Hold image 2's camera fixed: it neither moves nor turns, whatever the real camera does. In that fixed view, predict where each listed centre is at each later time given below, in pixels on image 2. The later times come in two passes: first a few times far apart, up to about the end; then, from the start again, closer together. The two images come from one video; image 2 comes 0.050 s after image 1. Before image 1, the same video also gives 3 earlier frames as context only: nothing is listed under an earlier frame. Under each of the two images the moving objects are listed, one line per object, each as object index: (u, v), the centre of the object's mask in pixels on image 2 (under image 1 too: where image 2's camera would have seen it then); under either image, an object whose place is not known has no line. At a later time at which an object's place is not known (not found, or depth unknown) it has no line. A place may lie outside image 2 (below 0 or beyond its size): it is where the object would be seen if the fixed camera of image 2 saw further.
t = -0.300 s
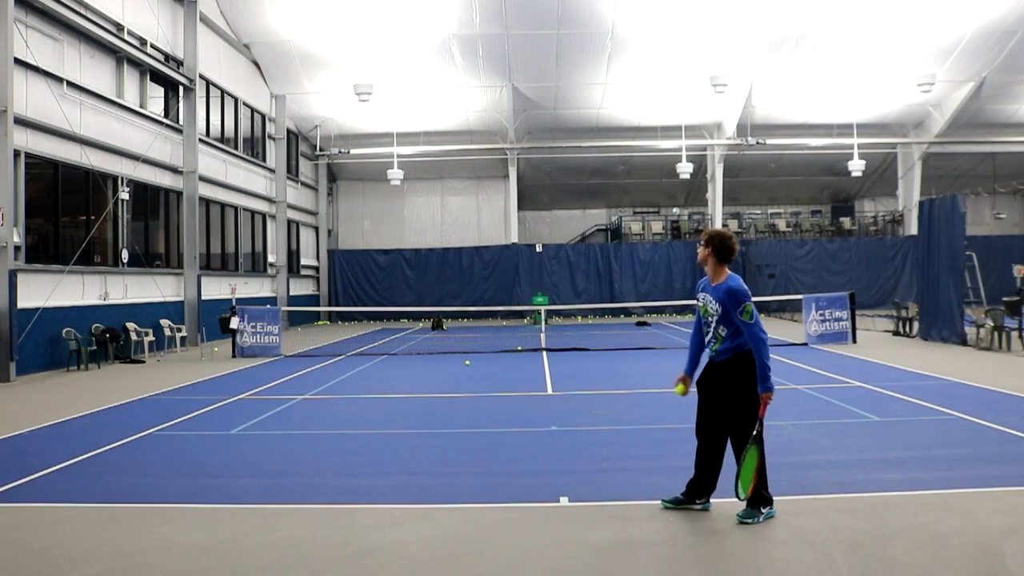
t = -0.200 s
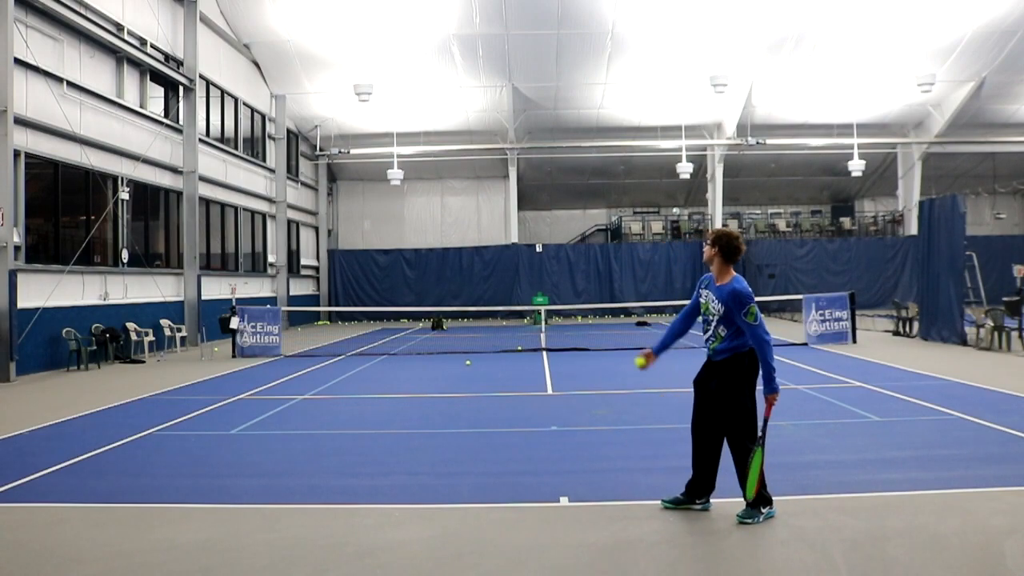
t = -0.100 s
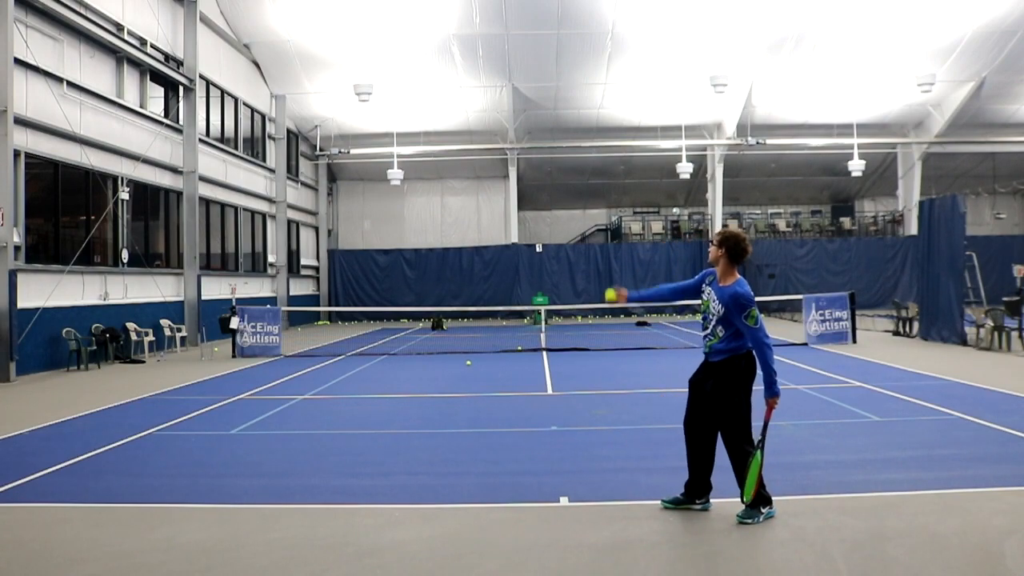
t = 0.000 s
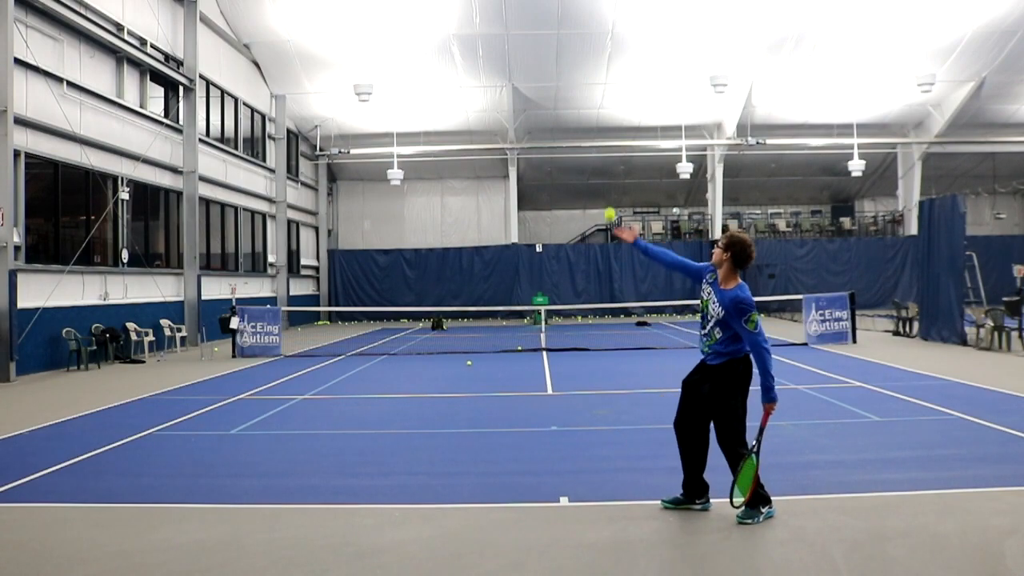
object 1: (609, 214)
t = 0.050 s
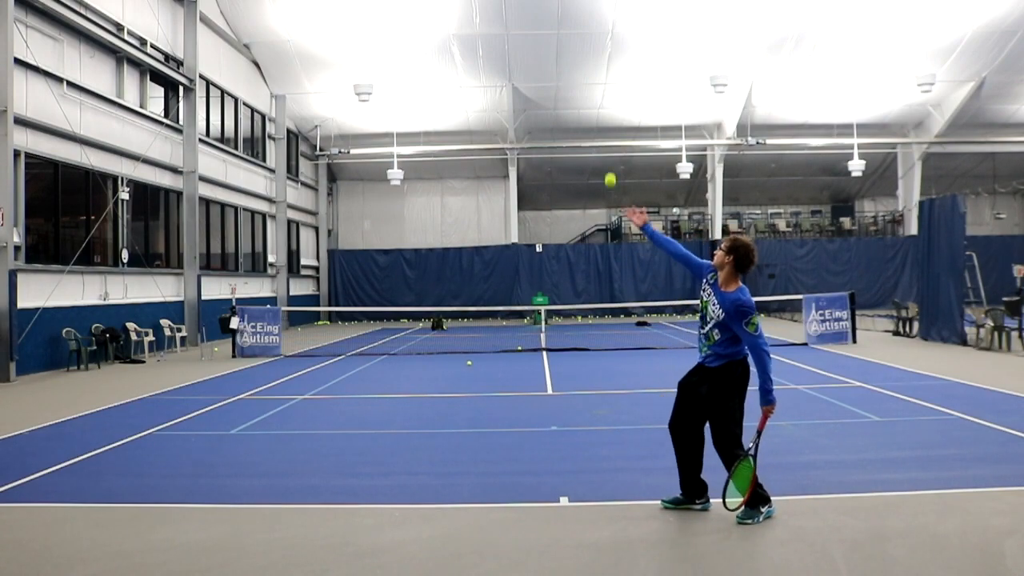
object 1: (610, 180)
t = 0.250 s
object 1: (612, 80)
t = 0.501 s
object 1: (617, 40)
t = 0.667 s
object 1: (622, 63)
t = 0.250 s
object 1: (612, 80)
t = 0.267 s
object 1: (612, 75)
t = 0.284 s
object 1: (613, 69)
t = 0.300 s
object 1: (613, 65)
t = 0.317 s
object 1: (613, 61)
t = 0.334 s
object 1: (614, 56)
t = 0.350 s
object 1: (614, 53)
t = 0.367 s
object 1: (615, 50)
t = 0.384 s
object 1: (615, 47)
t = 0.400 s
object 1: (615, 45)
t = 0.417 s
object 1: (615, 43)
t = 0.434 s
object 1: (616, 42)
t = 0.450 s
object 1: (616, 41)
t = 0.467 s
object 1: (617, 40)
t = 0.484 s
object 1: (617, 40)
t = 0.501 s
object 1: (617, 40)
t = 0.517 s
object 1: (618, 40)
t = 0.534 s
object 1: (618, 41)
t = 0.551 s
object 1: (619, 43)
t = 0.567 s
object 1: (619, 44)
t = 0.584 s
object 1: (620, 46)
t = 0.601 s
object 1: (620, 49)
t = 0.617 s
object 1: (621, 52)
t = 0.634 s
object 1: (621, 55)
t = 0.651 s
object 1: (622, 58)
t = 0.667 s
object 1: (622, 63)
